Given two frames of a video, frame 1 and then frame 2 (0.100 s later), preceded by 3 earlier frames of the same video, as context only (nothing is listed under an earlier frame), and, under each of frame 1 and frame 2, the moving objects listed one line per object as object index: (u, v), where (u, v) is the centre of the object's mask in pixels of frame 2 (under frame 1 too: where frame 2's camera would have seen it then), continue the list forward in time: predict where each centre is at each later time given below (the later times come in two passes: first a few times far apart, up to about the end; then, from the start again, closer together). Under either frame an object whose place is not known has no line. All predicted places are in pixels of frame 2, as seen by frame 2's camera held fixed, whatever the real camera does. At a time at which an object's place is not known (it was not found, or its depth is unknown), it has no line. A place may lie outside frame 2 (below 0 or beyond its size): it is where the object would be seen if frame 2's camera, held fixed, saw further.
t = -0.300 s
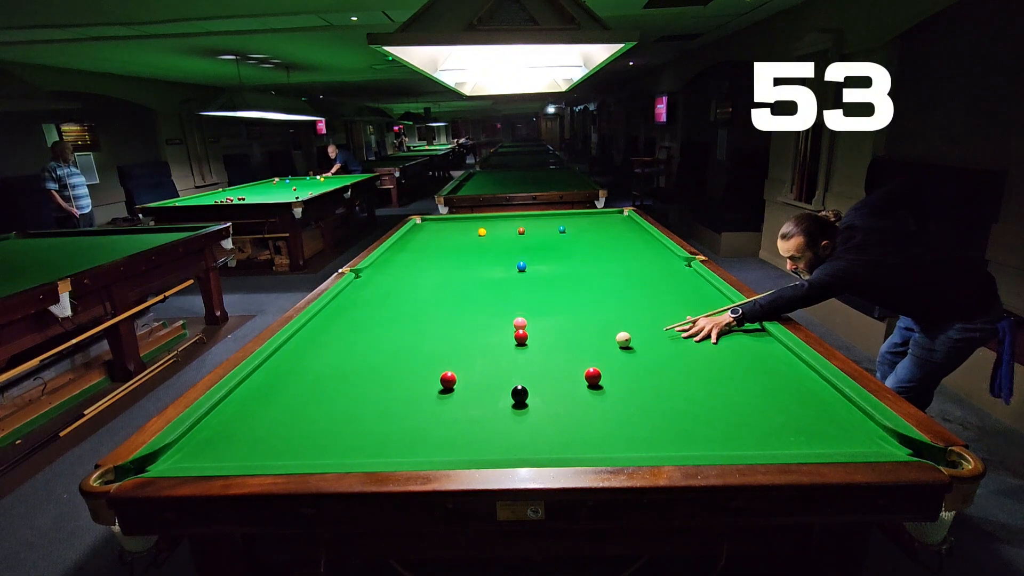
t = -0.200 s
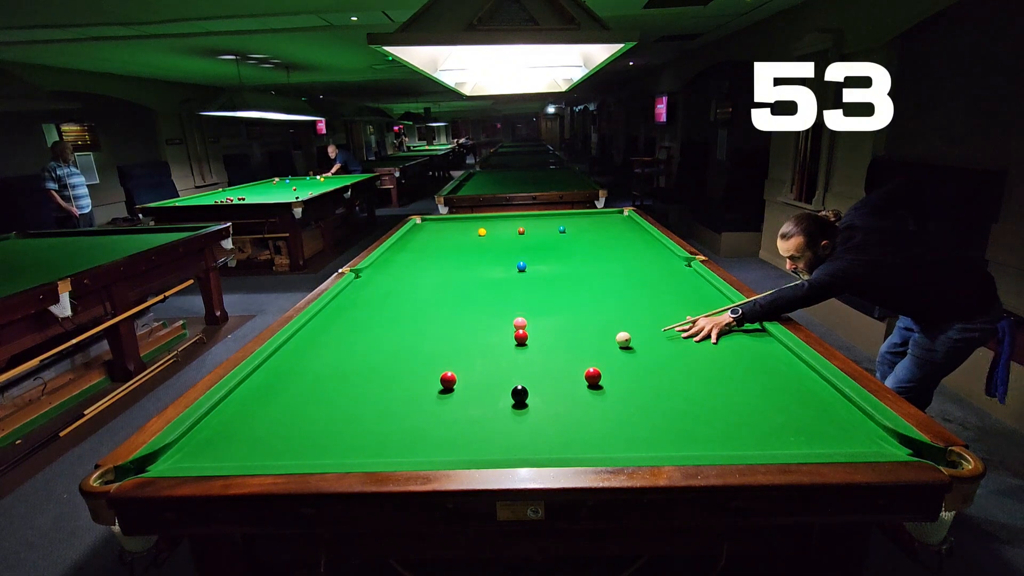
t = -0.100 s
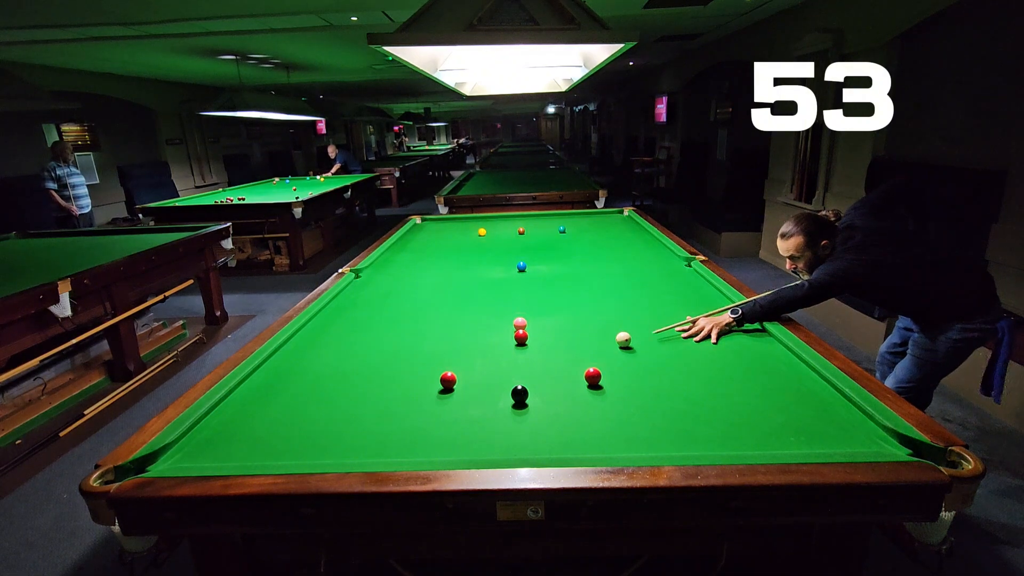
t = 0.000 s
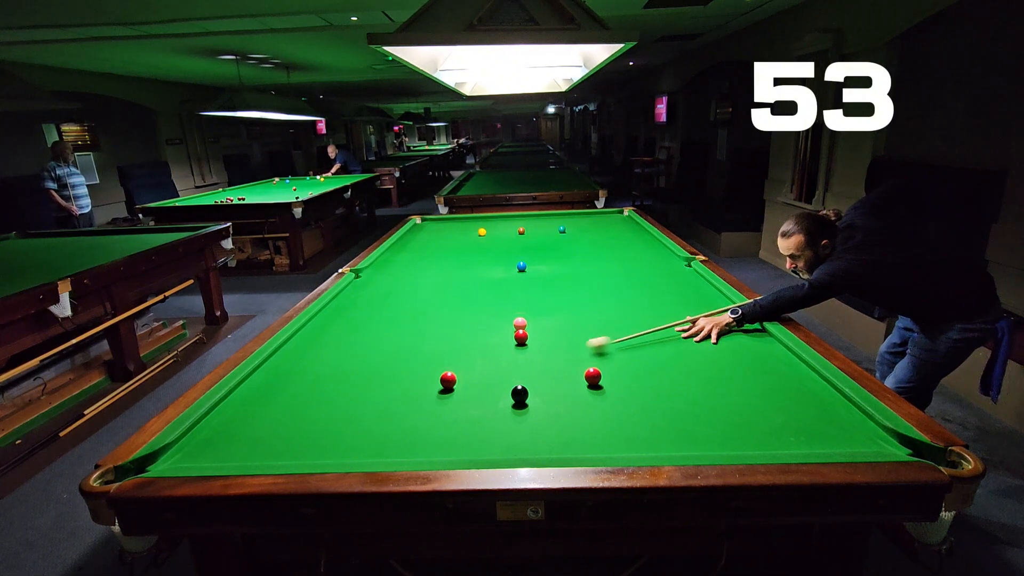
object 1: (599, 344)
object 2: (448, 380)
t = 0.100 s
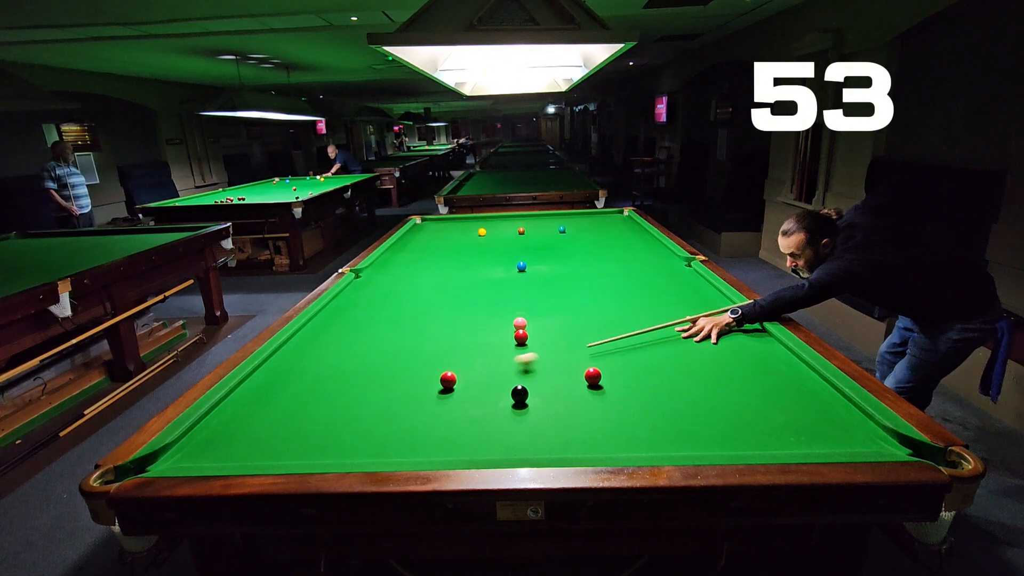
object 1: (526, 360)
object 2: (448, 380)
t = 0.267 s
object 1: (461, 374)
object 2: (393, 395)
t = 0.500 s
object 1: (454, 369)
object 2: (240, 440)
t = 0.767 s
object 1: (448, 364)
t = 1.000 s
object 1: (444, 361)
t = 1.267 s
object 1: (441, 358)
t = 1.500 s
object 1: (439, 357)
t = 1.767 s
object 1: (439, 355)
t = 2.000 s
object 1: (439, 355)
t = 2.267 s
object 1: (439, 355)
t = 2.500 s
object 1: (439, 355)
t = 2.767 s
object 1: (439, 355)
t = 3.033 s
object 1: (439, 355)
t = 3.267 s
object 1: (439, 355)
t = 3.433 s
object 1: (436, 353)
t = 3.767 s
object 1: (443, 353)
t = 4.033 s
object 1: (439, 355)
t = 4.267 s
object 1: (439, 355)
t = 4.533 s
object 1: (439, 355)
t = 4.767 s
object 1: (439, 355)
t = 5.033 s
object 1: (439, 355)
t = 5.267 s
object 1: (439, 355)
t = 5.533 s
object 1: (439, 355)
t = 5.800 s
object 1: (439, 355)
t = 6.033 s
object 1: (439, 355)
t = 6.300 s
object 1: (439, 355)
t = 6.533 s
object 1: (439, 355)
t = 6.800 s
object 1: (439, 355)
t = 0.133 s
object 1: (502, 365)
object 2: (448, 380)
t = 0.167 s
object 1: (478, 372)
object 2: (448, 380)
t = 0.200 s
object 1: (463, 375)
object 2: (438, 383)
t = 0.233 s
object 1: (462, 374)
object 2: (416, 389)
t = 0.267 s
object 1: (461, 374)
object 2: (393, 395)
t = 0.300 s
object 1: (460, 373)
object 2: (372, 401)
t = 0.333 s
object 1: (459, 372)
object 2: (349, 408)
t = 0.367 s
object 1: (458, 372)
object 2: (327, 414)
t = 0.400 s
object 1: (457, 371)
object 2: (305, 420)
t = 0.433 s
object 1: (456, 370)
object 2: (284, 427)
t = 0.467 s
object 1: (455, 369)
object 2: (263, 433)
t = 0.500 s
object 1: (454, 369)
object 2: (240, 440)
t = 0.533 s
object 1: (454, 368)
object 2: (218, 446)
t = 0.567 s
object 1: (453, 368)
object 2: (194, 453)
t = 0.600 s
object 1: (452, 367)
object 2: (170, 458)
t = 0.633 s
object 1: (451, 367)
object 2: (143, 466)
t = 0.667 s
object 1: (450, 366)
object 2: (118, 476)
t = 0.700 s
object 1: (450, 366)
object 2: (106, 484)
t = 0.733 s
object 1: (449, 365)
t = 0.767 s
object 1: (448, 364)
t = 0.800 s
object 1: (448, 364)
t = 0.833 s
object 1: (447, 363)
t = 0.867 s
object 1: (446, 363)
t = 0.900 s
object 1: (446, 363)
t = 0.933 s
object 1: (445, 362)
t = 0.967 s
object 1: (445, 362)
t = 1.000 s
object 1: (444, 361)
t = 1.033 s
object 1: (444, 361)
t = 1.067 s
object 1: (443, 361)
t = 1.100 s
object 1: (443, 360)
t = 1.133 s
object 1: (442, 360)
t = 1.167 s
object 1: (442, 359)
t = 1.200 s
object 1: (441, 359)
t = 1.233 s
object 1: (441, 359)
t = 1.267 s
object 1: (441, 358)
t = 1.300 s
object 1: (440, 358)
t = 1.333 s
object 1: (440, 358)
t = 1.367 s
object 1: (440, 358)
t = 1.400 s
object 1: (439, 358)
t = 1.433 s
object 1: (439, 357)
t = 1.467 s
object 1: (439, 357)
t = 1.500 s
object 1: (439, 357)
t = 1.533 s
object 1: (439, 357)
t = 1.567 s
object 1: (438, 356)
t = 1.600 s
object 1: (438, 356)
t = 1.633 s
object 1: (438, 356)
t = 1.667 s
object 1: (438, 356)
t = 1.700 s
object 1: (438, 356)
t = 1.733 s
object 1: (438, 356)
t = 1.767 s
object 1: (439, 355)
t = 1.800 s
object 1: (439, 355)
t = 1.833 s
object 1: (439, 355)
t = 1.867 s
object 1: (439, 355)
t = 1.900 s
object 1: (439, 355)
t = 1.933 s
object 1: (439, 355)
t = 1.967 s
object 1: (439, 355)
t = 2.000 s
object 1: (439, 355)
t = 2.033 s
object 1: (439, 355)
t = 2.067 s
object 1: (439, 355)
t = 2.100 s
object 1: (439, 355)
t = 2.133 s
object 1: (439, 355)
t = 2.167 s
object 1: (439, 355)
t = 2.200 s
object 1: (439, 355)
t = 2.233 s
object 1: (439, 355)
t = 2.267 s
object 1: (439, 355)
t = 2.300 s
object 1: (439, 355)
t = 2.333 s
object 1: (439, 355)
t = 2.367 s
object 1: (439, 355)
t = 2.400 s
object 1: (439, 355)
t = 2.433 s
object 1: (439, 355)
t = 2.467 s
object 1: (439, 355)
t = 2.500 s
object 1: (439, 355)
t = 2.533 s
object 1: (439, 355)
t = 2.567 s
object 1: (439, 355)
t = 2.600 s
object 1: (439, 355)
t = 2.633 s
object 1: (439, 355)
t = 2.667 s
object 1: (439, 355)
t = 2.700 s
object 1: (439, 355)
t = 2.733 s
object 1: (439, 355)
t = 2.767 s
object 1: (439, 355)
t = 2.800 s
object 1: (439, 355)
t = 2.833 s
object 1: (439, 355)
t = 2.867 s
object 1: (439, 355)
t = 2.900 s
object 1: (439, 355)
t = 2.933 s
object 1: (439, 355)
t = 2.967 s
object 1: (439, 355)
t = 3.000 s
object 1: (439, 355)
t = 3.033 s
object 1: (439, 355)
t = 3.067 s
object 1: (439, 355)
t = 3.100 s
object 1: (439, 355)
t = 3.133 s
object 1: (439, 355)
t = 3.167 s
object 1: (439, 355)
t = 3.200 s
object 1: (439, 355)
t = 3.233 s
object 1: (439, 355)
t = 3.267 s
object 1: (439, 355)
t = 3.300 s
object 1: (439, 355)
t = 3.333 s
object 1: (439, 355)
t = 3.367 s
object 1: (439, 355)
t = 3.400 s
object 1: (439, 355)
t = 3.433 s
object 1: (436, 353)
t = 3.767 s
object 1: (443, 353)
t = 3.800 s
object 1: (439, 355)
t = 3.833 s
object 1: (439, 355)
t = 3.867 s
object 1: (439, 355)
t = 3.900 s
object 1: (439, 355)
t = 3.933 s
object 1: (439, 355)
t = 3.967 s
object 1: (439, 355)
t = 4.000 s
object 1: (439, 355)
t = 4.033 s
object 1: (439, 355)
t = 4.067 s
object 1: (439, 355)
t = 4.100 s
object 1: (439, 355)
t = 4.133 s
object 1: (439, 355)
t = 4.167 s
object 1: (439, 355)
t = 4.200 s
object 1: (439, 355)
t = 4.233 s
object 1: (439, 355)
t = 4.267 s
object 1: (439, 355)
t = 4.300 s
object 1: (439, 355)
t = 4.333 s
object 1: (439, 355)
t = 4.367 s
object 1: (439, 355)
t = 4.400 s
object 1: (439, 355)
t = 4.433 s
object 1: (439, 355)
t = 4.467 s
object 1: (439, 355)
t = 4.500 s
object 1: (439, 355)
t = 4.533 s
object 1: (439, 355)
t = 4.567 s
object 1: (439, 355)
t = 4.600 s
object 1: (439, 355)
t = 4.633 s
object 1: (439, 355)
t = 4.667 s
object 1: (439, 355)
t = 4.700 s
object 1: (439, 355)
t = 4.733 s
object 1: (439, 355)
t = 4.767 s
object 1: (439, 355)
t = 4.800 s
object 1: (439, 355)
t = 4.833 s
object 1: (439, 355)
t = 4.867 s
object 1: (439, 355)
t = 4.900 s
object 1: (439, 355)
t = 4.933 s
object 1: (439, 355)
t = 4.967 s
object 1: (439, 355)
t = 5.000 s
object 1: (439, 355)
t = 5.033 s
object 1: (439, 355)
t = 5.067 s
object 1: (439, 355)
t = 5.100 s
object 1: (439, 355)
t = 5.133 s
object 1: (439, 355)
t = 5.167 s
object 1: (439, 355)
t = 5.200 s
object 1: (439, 355)
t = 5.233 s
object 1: (439, 355)
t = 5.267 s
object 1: (439, 355)
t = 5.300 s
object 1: (439, 355)
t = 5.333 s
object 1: (439, 355)
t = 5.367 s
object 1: (439, 356)
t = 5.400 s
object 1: (439, 356)
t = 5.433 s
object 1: (439, 355)
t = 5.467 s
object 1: (439, 355)
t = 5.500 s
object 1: (439, 355)
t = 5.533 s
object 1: (439, 355)
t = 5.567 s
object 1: (439, 355)
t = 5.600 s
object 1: (439, 355)
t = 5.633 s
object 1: (439, 355)
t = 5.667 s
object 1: (439, 355)
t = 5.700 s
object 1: (439, 355)
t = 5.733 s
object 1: (439, 355)
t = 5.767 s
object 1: (439, 355)
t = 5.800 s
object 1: (439, 355)
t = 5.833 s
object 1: (439, 355)
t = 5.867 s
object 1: (439, 355)
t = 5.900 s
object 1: (439, 355)
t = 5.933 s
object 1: (439, 355)
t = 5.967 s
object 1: (439, 355)
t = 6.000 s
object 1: (439, 355)
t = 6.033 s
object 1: (439, 355)
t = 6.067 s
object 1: (439, 355)
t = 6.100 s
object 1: (439, 355)
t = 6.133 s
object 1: (439, 355)
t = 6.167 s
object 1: (439, 355)
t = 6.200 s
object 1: (439, 355)
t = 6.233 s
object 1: (439, 355)
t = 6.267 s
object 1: (439, 355)
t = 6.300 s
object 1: (439, 355)
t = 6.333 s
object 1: (439, 355)
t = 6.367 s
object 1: (439, 355)
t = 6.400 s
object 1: (439, 355)
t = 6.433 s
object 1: (439, 355)
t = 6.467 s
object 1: (439, 355)
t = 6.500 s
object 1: (439, 355)
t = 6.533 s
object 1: (439, 355)
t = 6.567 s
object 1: (439, 355)
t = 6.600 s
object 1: (439, 355)
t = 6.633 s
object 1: (439, 355)
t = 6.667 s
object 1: (439, 355)
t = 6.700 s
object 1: (439, 355)
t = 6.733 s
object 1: (439, 355)
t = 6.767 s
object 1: (439, 355)
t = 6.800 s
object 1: (439, 355)
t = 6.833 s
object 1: (439, 355)
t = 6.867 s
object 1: (439, 355)
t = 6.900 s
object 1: (439, 355)
